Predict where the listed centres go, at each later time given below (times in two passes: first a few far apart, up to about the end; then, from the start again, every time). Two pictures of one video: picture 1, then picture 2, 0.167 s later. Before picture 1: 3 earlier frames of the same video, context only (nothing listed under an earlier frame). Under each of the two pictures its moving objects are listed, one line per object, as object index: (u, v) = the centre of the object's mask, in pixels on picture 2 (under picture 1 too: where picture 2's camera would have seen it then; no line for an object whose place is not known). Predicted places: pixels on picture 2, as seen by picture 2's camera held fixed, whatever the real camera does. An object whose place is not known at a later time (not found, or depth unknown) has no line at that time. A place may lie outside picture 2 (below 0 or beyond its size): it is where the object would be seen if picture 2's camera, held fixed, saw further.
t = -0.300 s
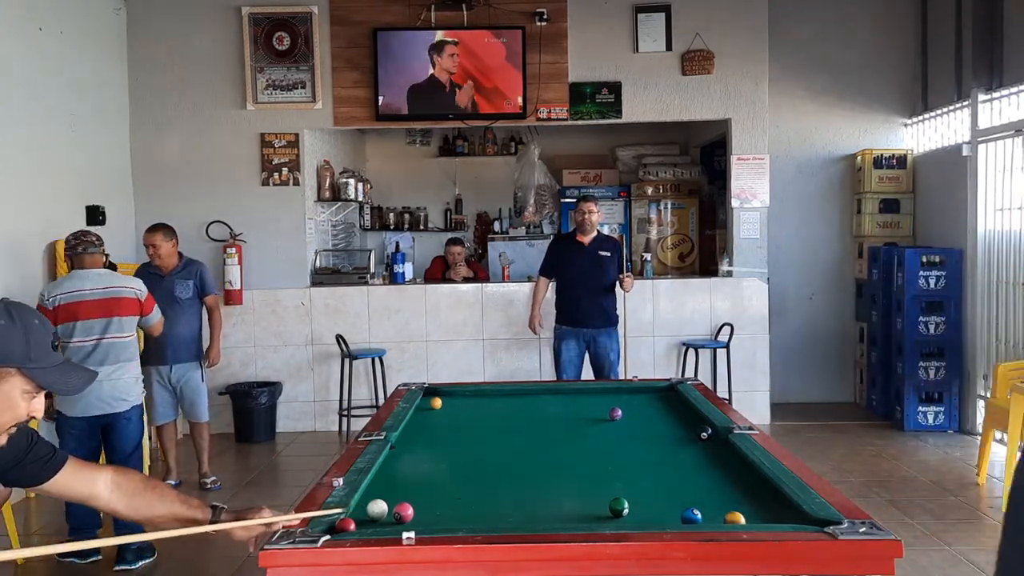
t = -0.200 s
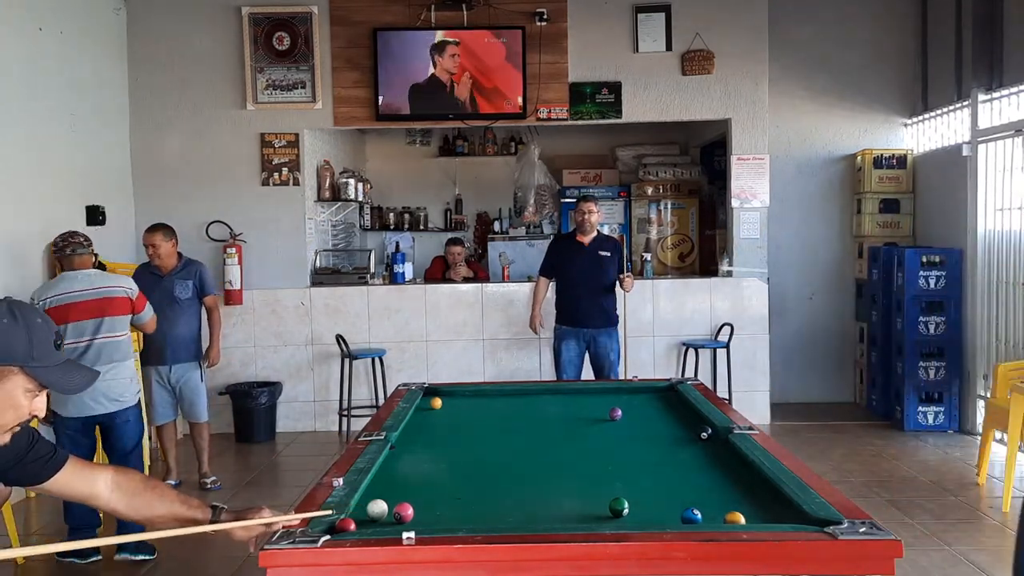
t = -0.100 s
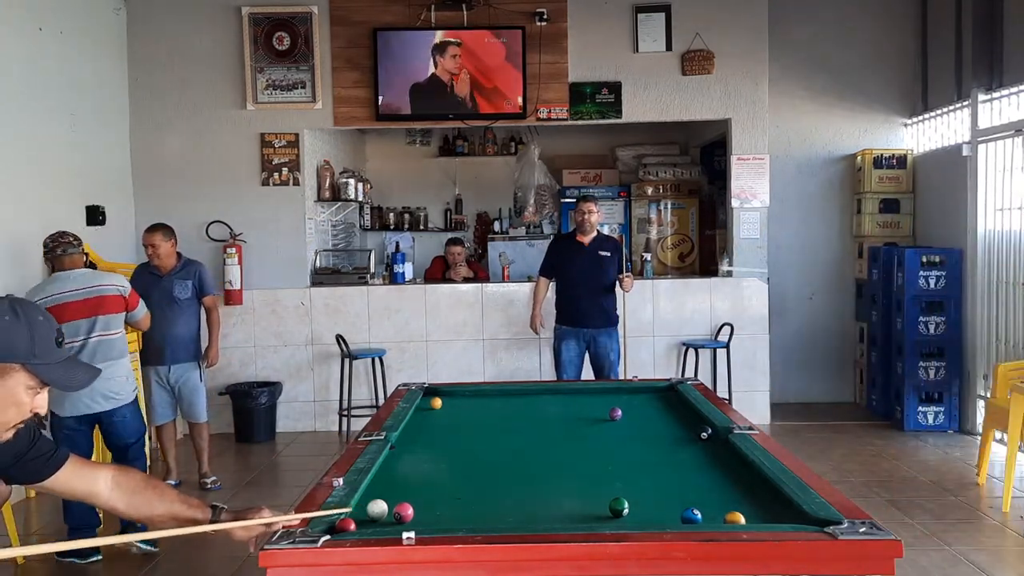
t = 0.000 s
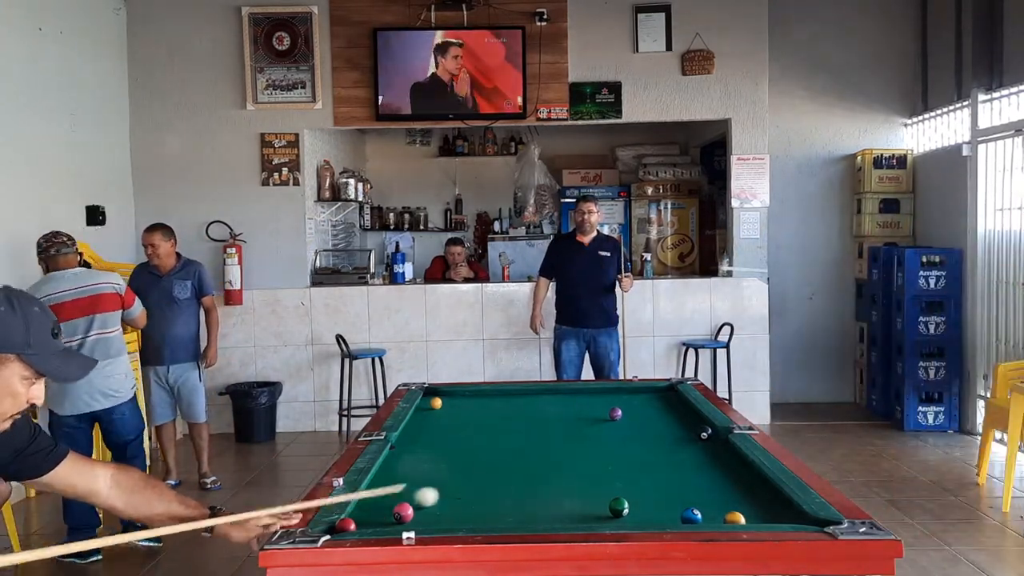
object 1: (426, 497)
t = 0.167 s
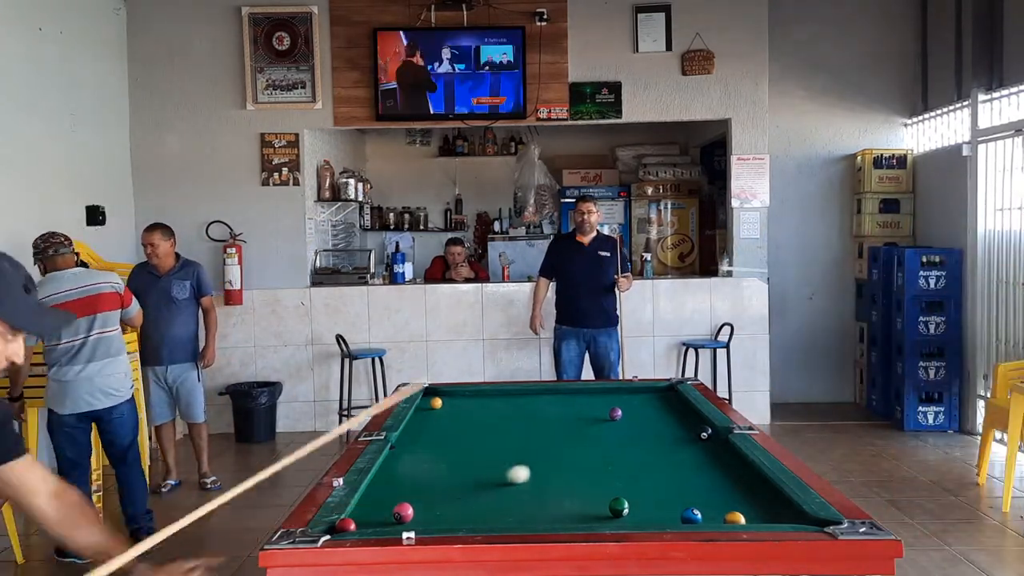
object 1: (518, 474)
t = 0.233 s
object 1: (551, 466)
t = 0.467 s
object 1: (650, 442)
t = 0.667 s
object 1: (694, 425)
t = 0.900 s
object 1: (677, 411)
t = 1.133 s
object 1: (649, 400)
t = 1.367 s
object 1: (625, 391)
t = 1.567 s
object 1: (609, 391)
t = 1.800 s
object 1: (592, 397)
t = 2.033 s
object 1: (575, 403)
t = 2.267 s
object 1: (557, 409)
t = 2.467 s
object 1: (541, 415)
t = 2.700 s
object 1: (522, 421)
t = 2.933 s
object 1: (501, 427)
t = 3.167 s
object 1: (481, 434)
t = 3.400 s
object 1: (459, 441)
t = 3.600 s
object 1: (440, 447)
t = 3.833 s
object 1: (418, 454)
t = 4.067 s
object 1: (395, 461)
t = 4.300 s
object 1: (394, 466)
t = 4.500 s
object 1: (402, 470)
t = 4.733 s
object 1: (411, 474)
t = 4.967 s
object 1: (419, 477)
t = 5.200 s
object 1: (427, 480)
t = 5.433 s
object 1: (433, 483)
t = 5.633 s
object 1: (438, 485)
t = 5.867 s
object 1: (442, 488)
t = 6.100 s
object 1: (446, 489)
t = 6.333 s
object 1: (448, 490)
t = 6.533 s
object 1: (449, 491)
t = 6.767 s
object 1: (449, 491)
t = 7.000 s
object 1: (449, 491)
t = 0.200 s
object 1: (535, 470)
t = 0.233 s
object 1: (551, 466)
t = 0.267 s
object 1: (567, 462)
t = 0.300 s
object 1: (582, 458)
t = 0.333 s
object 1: (596, 455)
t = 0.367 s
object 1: (610, 451)
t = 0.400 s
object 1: (624, 448)
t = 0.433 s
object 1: (637, 445)
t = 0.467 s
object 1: (650, 442)
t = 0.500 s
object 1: (663, 438)
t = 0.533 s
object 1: (675, 436)
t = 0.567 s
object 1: (686, 433)
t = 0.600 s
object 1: (689, 430)
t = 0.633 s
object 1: (691, 427)
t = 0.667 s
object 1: (694, 425)
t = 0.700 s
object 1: (696, 422)
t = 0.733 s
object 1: (699, 420)
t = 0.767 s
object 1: (695, 417)
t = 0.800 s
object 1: (690, 416)
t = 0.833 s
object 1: (686, 414)
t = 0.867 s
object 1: (681, 412)
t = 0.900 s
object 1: (677, 411)
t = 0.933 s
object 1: (673, 409)
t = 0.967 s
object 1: (669, 407)
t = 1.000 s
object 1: (665, 406)
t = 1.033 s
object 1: (661, 404)
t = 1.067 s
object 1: (657, 403)
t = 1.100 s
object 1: (653, 402)
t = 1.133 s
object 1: (649, 400)
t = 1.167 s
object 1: (646, 399)
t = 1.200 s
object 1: (642, 397)
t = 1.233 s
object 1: (639, 396)
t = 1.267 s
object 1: (635, 395)
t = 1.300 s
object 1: (632, 393)
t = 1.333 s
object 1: (629, 392)
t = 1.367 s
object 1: (625, 391)
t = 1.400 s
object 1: (622, 390)
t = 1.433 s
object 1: (619, 388)
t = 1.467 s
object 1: (616, 388)
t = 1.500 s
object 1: (614, 389)
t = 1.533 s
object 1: (611, 390)
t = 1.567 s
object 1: (609, 391)
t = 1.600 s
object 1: (607, 392)
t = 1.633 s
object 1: (605, 393)
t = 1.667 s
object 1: (602, 393)
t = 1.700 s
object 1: (600, 394)
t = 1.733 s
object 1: (597, 395)
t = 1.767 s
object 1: (595, 396)
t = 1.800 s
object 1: (592, 397)
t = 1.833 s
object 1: (590, 398)
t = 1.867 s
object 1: (588, 399)
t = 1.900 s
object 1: (585, 399)
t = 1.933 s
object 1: (583, 400)
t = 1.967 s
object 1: (580, 401)
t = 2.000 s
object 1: (578, 402)
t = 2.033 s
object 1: (575, 403)
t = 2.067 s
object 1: (573, 404)
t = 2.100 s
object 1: (570, 405)
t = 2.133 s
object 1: (568, 406)
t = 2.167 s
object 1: (565, 407)
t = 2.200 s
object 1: (562, 407)
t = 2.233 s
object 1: (560, 408)
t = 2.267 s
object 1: (557, 409)
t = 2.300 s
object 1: (554, 410)
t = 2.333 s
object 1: (552, 411)
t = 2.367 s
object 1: (549, 412)
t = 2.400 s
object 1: (546, 413)
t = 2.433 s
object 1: (544, 414)
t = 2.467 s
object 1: (541, 415)
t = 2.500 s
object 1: (538, 416)
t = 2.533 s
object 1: (535, 416)
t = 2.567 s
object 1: (533, 417)
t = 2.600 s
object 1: (530, 418)
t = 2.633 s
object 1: (527, 419)
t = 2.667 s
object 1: (524, 420)
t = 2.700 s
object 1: (522, 421)
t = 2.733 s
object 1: (519, 422)
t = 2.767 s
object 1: (516, 423)
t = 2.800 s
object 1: (513, 424)
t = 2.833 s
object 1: (510, 425)
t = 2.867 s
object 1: (507, 426)
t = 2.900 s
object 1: (504, 427)
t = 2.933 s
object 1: (501, 427)
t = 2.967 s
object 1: (498, 429)
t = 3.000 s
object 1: (496, 429)
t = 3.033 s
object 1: (493, 430)
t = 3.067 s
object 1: (490, 431)
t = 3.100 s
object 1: (487, 432)
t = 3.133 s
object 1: (483, 433)
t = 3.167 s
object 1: (481, 434)
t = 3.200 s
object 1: (477, 435)
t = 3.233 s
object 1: (475, 436)
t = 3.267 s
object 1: (472, 437)
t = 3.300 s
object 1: (468, 438)
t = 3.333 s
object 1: (465, 439)
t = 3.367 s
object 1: (462, 440)
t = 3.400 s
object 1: (459, 441)
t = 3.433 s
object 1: (456, 442)
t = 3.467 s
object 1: (453, 443)
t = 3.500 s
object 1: (450, 444)
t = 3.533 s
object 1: (446, 445)
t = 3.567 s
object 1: (443, 446)
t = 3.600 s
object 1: (440, 447)
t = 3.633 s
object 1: (437, 448)
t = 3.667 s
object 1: (434, 449)
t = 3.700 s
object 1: (431, 450)
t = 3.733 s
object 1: (427, 451)
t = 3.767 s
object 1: (424, 452)
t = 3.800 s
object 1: (421, 453)
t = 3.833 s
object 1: (418, 454)
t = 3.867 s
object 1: (414, 455)
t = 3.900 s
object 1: (411, 456)
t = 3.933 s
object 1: (408, 457)
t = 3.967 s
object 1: (404, 458)
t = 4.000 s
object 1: (401, 459)
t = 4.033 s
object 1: (398, 460)
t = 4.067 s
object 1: (395, 461)
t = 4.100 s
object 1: (391, 462)
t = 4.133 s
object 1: (388, 463)
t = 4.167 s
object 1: (389, 463)
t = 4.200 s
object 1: (391, 464)
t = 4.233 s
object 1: (392, 465)
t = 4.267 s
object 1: (393, 465)
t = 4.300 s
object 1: (394, 466)
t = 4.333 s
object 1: (396, 467)
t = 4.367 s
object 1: (397, 467)
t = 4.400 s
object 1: (398, 468)
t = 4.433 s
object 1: (400, 468)
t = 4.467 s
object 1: (401, 469)
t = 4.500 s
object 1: (402, 470)
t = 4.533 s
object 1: (404, 470)
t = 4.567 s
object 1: (405, 471)
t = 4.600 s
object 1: (406, 471)
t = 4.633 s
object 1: (407, 472)
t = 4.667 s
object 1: (409, 472)
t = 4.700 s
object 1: (410, 473)
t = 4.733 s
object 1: (411, 474)
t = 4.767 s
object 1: (412, 474)
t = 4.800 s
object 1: (413, 474)
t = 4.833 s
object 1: (415, 475)
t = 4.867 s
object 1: (416, 476)
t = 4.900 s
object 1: (417, 476)
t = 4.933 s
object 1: (418, 477)
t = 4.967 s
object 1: (419, 477)
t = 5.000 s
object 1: (420, 478)
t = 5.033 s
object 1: (421, 478)
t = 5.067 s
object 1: (423, 478)
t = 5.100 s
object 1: (424, 479)
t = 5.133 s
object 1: (425, 479)
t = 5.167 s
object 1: (425, 480)
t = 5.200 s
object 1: (427, 480)
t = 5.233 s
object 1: (428, 481)
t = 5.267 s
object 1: (429, 481)
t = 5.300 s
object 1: (430, 481)
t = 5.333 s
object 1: (431, 482)
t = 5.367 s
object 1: (432, 482)
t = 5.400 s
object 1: (432, 483)
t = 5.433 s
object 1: (433, 483)
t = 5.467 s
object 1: (434, 483)
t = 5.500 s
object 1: (435, 484)
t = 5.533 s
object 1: (436, 484)
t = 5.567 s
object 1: (436, 485)
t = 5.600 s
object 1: (437, 485)
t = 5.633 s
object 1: (438, 485)
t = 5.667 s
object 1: (438, 486)
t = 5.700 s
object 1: (439, 486)
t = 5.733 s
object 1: (440, 486)
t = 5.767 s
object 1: (440, 487)
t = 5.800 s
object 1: (441, 487)
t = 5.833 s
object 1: (442, 487)
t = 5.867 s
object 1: (442, 488)
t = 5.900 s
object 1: (443, 488)
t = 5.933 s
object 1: (443, 488)
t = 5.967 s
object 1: (444, 488)
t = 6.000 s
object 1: (444, 489)
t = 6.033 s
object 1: (445, 489)
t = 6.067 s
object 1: (445, 489)
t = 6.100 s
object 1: (446, 489)
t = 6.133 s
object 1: (446, 489)
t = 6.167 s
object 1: (446, 490)
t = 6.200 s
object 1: (446, 490)
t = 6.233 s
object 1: (447, 490)
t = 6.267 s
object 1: (447, 490)
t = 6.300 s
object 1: (447, 490)
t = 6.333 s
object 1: (448, 490)
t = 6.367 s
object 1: (448, 491)
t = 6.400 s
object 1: (448, 491)
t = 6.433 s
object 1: (448, 491)
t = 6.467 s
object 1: (448, 491)
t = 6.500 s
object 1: (448, 491)
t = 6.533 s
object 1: (449, 491)
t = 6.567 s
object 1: (449, 491)
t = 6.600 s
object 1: (449, 491)
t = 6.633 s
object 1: (449, 492)
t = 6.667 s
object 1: (449, 491)
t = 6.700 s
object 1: (449, 491)
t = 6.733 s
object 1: (449, 491)
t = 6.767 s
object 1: (449, 491)
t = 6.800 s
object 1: (449, 491)
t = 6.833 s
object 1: (449, 491)
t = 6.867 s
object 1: (449, 491)
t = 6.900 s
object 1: (449, 491)
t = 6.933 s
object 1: (449, 492)
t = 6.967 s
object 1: (449, 491)
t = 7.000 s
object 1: (449, 491)
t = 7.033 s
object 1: (449, 491)
